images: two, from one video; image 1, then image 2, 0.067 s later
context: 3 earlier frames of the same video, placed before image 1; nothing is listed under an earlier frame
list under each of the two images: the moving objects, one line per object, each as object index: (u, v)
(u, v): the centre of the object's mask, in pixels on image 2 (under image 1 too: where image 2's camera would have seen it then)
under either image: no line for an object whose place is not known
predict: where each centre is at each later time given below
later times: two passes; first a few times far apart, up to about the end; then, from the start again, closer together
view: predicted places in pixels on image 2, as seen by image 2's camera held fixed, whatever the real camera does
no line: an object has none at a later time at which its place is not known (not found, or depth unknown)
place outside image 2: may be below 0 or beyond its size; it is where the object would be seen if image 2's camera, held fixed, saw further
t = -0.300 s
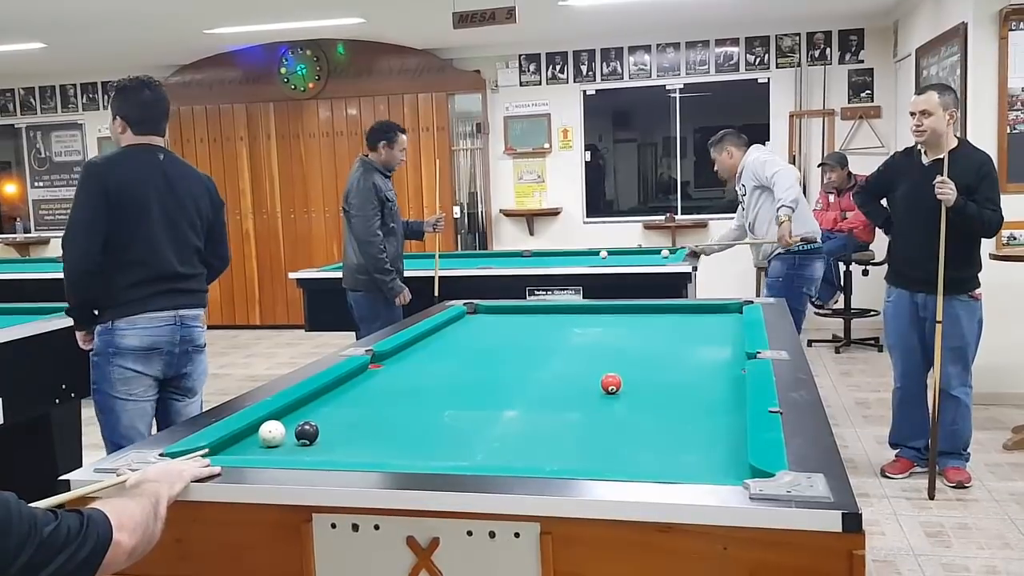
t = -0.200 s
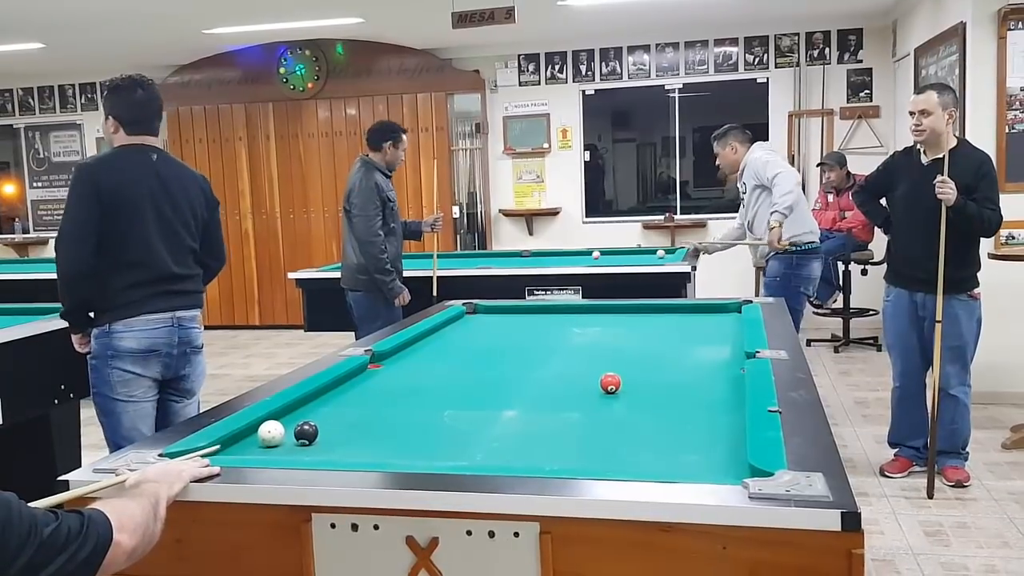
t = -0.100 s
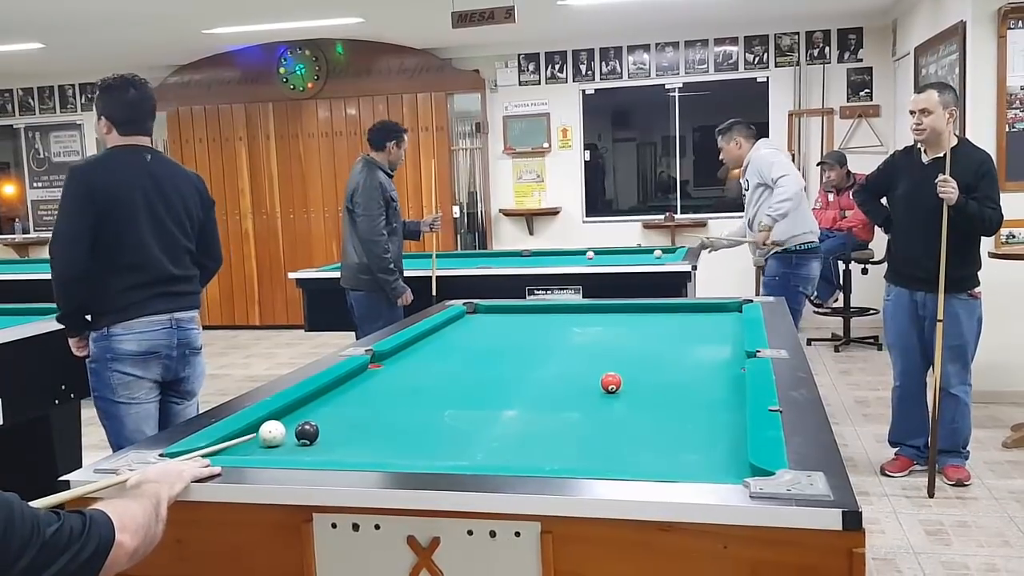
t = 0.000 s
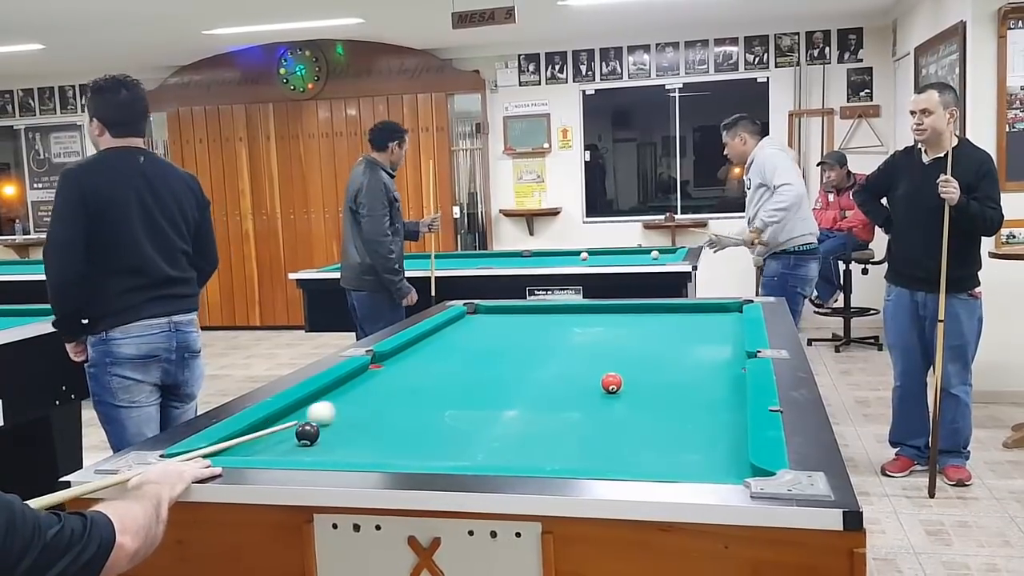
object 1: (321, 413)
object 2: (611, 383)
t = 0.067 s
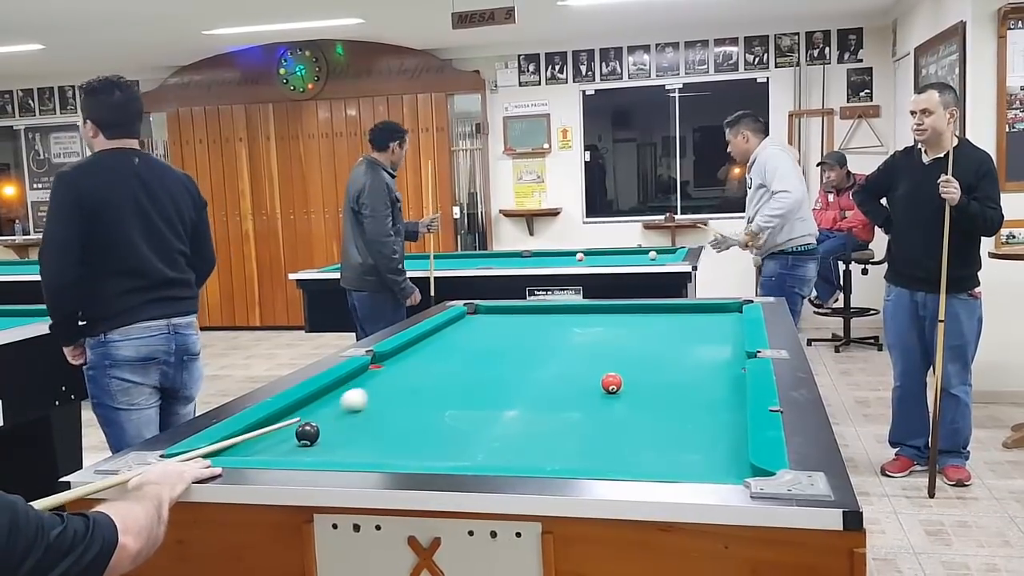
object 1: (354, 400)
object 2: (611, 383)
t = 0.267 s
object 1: (434, 367)
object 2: (611, 383)
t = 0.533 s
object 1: (511, 335)
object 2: (611, 383)
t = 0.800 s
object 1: (568, 312)
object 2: (611, 383)
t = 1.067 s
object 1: (582, 318)
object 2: (611, 383)
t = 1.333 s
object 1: (588, 334)
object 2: (612, 383)
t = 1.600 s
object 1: (595, 353)
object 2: (611, 383)
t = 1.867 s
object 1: (601, 373)
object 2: (612, 383)
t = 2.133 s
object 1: (589, 387)
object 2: (643, 404)
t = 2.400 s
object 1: (574, 398)
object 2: (678, 428)
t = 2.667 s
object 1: (558, 409)
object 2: (719, 456)
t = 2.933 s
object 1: (542, 420)
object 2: (735, 471)
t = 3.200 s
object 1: (527, 431)
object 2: (723, 468)
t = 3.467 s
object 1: (513, 442)
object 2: (699, 466)
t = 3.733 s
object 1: (499, 450)
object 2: (680, 466)
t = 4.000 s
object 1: (485, 455)
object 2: (666, 465)
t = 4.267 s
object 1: (478, 456)
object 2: (660, 465)
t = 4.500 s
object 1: (476, 454)
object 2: (659, 465)
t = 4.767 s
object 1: (475, 452)
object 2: (659, 465)
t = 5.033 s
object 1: (475, 452)
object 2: (659, 465)
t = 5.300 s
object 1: (475, 452)
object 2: (659, 465)
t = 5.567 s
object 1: (475, 452)
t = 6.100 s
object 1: (474, 451)
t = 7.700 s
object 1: (474, 451)
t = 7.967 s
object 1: (475, 451)
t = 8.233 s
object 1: (475, 451)
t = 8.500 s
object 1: (475, 451)
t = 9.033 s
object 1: (477, 451)
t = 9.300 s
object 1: (477, 451)
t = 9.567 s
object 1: (477, 451)
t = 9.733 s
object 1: (476, 452)
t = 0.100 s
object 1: (369, 394)
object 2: (612, 383)
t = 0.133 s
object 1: (384, 388)
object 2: (611, 383)
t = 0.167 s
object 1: (397, 382)
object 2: (611, 383)
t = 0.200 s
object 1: (410, 377)
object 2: (612, 383)
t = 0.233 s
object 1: (423, 372)
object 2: (611, 383)
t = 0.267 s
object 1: (434, 367)
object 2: (611, 383)
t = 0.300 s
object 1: (446, 362)
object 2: (611, 383)
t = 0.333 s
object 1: (456, 358)
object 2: (611, 383)
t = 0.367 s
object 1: (467, 354)
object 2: (611, 383)
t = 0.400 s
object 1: (476, 350)
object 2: (611, 383)
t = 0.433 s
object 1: (485, 346)
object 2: (611, 383)
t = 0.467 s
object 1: (494, 342)
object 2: (611, 383)
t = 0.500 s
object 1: (503, 339)
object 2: (611, 383)
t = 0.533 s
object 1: (511, 335)
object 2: (611, 383)
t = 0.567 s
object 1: (519, 332)
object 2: (611, 383)
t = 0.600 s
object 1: (527, 329)
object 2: (611, 383)
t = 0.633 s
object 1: (534, 326)
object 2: (612, 383)
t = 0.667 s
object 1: (542, 323)
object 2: (612, 383)
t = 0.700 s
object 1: (549, 320)
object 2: (611, 383)
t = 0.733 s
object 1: (555, 318)
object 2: (612, 383)
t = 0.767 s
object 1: (561, 315)
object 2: (612, 383)
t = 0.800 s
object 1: (568, 312)
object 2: (611, 383)
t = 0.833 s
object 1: (573, 310)
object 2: (611, 383)
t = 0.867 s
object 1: (579, 308)
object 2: (611, 383)
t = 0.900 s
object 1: (580, 307)
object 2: (611, 383)
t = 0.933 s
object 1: (580, 309)
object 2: (611, 383)
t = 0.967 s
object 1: (581, 312)
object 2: (611, 383)
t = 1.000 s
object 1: (581, 314)
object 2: (612, 383)
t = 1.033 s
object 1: (582, 316)
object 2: (611, 383)
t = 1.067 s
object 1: (582, 318)
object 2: (611, 383)
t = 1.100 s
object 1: (583, 320)
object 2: (612, 383)
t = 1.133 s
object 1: (584, 322)
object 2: (612, 383)
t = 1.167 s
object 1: (584, 324)
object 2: (612, 383)
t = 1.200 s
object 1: (585, 326)
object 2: (611, 383)
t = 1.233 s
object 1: (586, 327)
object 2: (612, 383)
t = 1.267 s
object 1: (587, 329)
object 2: (612, 383)
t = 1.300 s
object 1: (587, 331)
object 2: (612, 383)
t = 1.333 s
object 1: (588, 334)
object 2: (612, 383)
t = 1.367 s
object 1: (589, 336)
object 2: (612, 383)
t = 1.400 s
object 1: (590, 338)
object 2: (612, 383)
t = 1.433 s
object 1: (591, 341)
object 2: (612, 383)
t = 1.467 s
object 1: (592, 343)
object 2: (612, 383)
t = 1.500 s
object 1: (592, 345)
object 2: (612, 383)
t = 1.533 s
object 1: (593, 348)
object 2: (612, 383)
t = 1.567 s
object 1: (594, 350)
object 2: (611, 383)
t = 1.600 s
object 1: (595, 353)
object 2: (611, 383)
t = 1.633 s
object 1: (596, 356)
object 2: (611, 383)
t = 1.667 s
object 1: (597, 358)
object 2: (612, 383)
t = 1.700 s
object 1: (598, 361)
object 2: (611, 383)
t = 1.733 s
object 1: (599, 364)
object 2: (612, 383)
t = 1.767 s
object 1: (600, 367)
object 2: (612, 383)
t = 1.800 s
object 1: (601, 369)
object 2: (612, 383)
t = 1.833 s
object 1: (601, 371)
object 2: (612, 383)
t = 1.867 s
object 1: (601, 373)
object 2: (612, 383)
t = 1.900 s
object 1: (601, 377)
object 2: (615, 385)
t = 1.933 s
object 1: (600, 379)
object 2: (620, 389)
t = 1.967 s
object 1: (599, 381)
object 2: (624, 391)
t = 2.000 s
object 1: (597, 382)
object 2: (628, 394)
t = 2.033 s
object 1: (595, 384)
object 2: (632, 397)
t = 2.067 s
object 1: (593, 385)
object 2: (635, 399)
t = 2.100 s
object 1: (591, 386)
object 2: (639, 402)
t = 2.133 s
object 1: (589, 387)
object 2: (643, 404)
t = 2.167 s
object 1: (587, 389)
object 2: (647, 407)
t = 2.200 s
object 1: (585, 390)
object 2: (651, 410)
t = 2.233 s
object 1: (583, 392)
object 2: (656, 413)
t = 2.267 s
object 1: (582, 393)
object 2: (660, 416)
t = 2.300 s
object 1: (580, 394)
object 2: (665, 419)
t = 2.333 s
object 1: (578, 396)
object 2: (669, 422)
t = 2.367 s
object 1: (576, 397)
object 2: (674, 425)
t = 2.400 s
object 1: (574, 398)
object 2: (678, 428)
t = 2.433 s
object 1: (572, 400)
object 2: (683, 431)
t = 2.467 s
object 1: (570, 401)
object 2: (688, 435)
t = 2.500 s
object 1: (568, 403)
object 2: (693, 438)
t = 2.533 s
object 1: (566, 404)
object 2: (698, 441)
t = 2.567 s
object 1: (564, 405)
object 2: (703, 445)
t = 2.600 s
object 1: (562, 407)
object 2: (708, 448)
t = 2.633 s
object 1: (560, 408)
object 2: (713, 452)
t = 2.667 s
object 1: (558, 409)
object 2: (719, 456)
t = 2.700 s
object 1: (556, 411)
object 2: (725, 460)
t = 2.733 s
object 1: (554, 412)
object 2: (731, 463)
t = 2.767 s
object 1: (552, 413)
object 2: (735, 466)
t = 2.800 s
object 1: (550, 415)
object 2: (733, 467)
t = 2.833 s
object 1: (548, 416)
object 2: (732, 469)
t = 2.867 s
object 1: (546, 418)
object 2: (731, 470)
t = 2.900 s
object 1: (544, 419)
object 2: (731, 471)
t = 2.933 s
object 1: (542, 420)
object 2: (735, 471)
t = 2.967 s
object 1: (540, 422)
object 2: (738, 470)
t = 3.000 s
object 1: (539, 423)
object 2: (741, 470)
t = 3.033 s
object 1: (537, 424)
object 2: (739, 469)
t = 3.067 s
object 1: (535, 426)
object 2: (736, 469)
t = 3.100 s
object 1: (533, 427)
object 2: (733, 469)
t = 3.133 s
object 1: (531, 428)
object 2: (730, 469)
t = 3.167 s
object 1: (529, 430)
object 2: (726, 468)
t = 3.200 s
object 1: (527, 431)
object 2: (723, 468)
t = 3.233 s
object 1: (526, 432)
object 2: (720, 468)
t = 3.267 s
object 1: (524, 434)
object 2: (717, 467)
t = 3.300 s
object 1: (522, 435)
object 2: (714, 467)
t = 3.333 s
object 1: (520, 436)
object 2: (710, 467)
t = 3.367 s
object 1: (518, 438)
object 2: (707, 467)
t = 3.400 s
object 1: (516, 439)
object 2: (704, 467)
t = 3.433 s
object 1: (515, 440)
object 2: (701, 466)
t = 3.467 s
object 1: (513, 442)
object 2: (699, 466)
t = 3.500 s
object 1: (511, 443)
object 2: (696, 466)
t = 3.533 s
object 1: (509, 444)
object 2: (693, 466)
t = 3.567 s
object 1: (507, 445)
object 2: (691, 466)
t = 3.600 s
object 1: (506, 447)
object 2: (688, 466)
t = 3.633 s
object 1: (504, 448)
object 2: (686, 466)
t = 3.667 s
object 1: (502, 449)
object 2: (684, 466)
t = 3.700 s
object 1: (501, 449)
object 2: (682, 466)
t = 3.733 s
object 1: (499, 450)
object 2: (680, 466)
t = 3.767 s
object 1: (497, 450)
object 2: (677, 466)
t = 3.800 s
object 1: (495, 451)
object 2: (675, 466)
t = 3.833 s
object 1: (493, 452)
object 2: (673, 466)
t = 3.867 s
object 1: (491, 453)
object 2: (672, 466)
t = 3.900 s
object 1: (490, 453)
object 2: (670, 466)
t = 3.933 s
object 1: (488, 454)
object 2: (668, 465)
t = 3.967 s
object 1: (487, 454)
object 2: (667, 466)
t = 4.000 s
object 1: (485, 455)
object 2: (666, 465)
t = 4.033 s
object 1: (483, 455)
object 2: (665, 465)
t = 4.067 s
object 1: (481, 456)
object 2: (664, 465)
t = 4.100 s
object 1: (480, 457)
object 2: (663, 465)
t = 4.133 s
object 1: (478, 457)
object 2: (662, 465)
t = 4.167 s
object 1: (477, 457)
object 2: (662, 465)
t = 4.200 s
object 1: (477, 457)
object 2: (661, 465)
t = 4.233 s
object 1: (477, 457)
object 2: (660, 465)
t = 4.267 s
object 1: (478, 456)
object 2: (660, 465)
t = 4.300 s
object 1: (477, 456)
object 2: (659, 465)
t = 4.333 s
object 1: (477, 456)
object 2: (659, 465)
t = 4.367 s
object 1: (477, 455)
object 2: (659, 465)
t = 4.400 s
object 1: (477, 455)
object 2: (659, 465)
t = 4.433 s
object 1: (477, 455)
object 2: (658, 465)
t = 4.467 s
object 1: (477, 455)
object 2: (658, 465)
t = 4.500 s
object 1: (476, 454)
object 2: (659, 465)
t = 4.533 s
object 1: (476, 454)
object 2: (659, 465)
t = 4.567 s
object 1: (476, 453)
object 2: (659, 465)
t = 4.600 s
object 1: (476, 453)
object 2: (659, 465)
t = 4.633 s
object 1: (476, 453)
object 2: (659, 465)
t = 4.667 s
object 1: (475, 453)
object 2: (659, 465)
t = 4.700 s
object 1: (475, 453)
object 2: (659, 465)
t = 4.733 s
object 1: (475, 452)
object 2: (659, 465)
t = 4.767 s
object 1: (475, 452)
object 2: (659, 465)
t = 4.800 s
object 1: (475, 452)
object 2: (659, 465)
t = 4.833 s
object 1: (475, 452)
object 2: (659, 465)
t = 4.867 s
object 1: (475, 452)
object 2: (659, 465)
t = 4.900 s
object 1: (475, 452)
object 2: (659, 465)
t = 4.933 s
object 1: (475, 452)
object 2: (659, 465)
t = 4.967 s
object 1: (475, 451)
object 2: (659, 465)
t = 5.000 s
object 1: (476, 451)
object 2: (659, 465)
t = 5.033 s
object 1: (475, 452)
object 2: (659, 465)
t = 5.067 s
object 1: (475, 451)
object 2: (659, 465)
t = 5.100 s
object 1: (475, 451)
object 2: (659, 465)
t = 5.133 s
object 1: (475, 451)
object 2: (659, 465)
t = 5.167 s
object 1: (475, 451)
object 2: (659, 465)
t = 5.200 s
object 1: (475, 451)
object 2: (659, 465)
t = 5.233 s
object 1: (475, 451)
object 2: (659, 465)
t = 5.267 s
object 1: (475, 451)
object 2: (659, 465)
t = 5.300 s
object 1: (475, 452)
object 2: (659, 465)
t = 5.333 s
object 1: (475, 452)
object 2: (659, 465)
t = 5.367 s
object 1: (475, 452)
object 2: (659, 465)
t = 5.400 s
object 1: (475, 452)
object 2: (659, 465)
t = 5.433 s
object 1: (475, 452)
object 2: (659, 465)
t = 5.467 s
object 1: (475, 452)
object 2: (659, 465)
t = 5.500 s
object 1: (475, 452)
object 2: (659, 465)
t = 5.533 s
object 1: (475, 452)
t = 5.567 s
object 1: (475, 452)
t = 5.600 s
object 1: (475, 452)
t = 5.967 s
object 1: (474, 452)
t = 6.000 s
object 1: (474, 451)
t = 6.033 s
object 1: (475, 451)
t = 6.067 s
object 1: (474, 452)
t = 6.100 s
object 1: (474, 451)
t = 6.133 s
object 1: (475, 451)
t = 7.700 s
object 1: (474, 451)
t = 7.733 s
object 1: (474, 451)
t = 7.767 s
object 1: (474, 451)
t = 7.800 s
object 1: (474, 451)
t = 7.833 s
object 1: (474, 451)
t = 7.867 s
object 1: (474, 451)
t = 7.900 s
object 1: (474, 451)
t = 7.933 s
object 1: (475, 451)
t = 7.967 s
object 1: (475, 451)
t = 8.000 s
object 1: (474, 451)
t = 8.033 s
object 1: (474, 451)
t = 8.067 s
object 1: (475, 451)
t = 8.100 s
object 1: (475, 451)
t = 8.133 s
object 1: (474, 451)
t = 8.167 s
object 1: (475, 451)
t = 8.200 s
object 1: (474, 451)
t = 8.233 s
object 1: (475, 451)
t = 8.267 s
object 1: (475, 451)
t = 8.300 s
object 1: (475, 451)
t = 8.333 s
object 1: (475, 451)
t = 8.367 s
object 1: (475, 451)
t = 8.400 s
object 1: (475, 451)
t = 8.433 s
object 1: (475, 451)
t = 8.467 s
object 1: (475, 451)
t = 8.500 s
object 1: (475, 451)
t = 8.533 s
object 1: (475, 451)
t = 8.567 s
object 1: (475, 451)
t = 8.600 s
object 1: (475, 451)
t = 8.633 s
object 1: (475, 451)
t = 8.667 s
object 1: (475, 451)
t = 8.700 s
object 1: (475, 451)
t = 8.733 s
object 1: (475, 451)
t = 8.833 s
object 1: (476, 451)
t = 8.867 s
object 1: (476, 452)
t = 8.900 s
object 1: (476, 451)
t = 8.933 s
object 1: (476, 451)
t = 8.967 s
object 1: (476, 451)
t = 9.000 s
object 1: (477, 451)
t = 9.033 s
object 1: (477, 451)
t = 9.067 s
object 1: (477, 451)
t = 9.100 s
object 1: (477, 451)
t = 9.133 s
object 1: (476, 451)
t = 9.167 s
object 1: (477, 451)
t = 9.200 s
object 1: (477, 451)
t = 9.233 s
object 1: (477, 451)
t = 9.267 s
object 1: (477, 451)
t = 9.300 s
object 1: (477, 451)
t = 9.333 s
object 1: (477, 452)
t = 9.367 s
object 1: (477, 452)
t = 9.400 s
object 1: (477, 452)
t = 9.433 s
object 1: (477, 451)
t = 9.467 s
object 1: (477, 452)
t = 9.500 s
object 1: (477, 451)
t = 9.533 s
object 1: (477, 452)
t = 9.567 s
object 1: (477, 451)
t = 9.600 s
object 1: (476, 452)
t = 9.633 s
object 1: (477, 451)
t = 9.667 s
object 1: (476, 452)
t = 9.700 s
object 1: (476, 452)
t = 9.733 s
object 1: (476, 452)
